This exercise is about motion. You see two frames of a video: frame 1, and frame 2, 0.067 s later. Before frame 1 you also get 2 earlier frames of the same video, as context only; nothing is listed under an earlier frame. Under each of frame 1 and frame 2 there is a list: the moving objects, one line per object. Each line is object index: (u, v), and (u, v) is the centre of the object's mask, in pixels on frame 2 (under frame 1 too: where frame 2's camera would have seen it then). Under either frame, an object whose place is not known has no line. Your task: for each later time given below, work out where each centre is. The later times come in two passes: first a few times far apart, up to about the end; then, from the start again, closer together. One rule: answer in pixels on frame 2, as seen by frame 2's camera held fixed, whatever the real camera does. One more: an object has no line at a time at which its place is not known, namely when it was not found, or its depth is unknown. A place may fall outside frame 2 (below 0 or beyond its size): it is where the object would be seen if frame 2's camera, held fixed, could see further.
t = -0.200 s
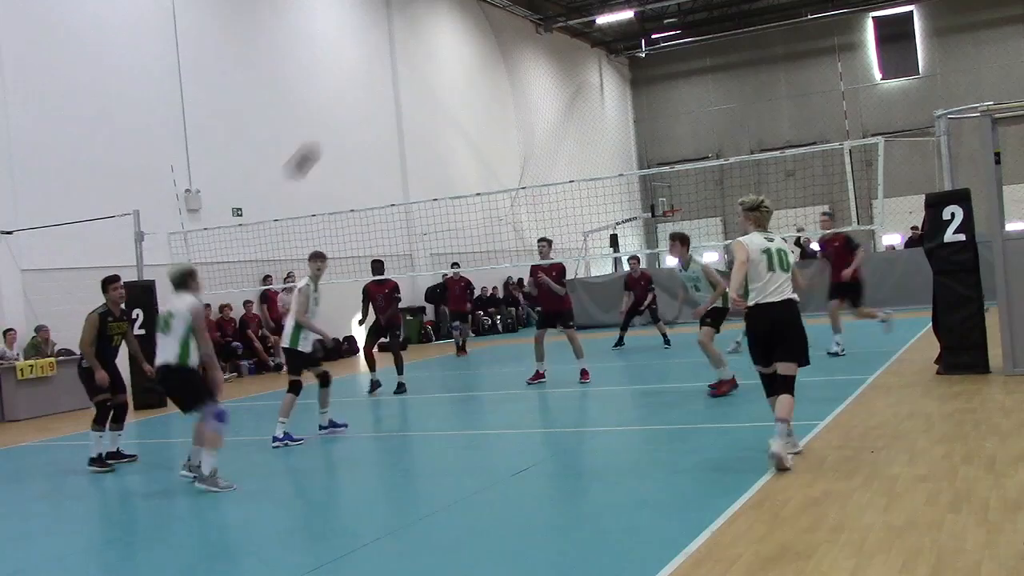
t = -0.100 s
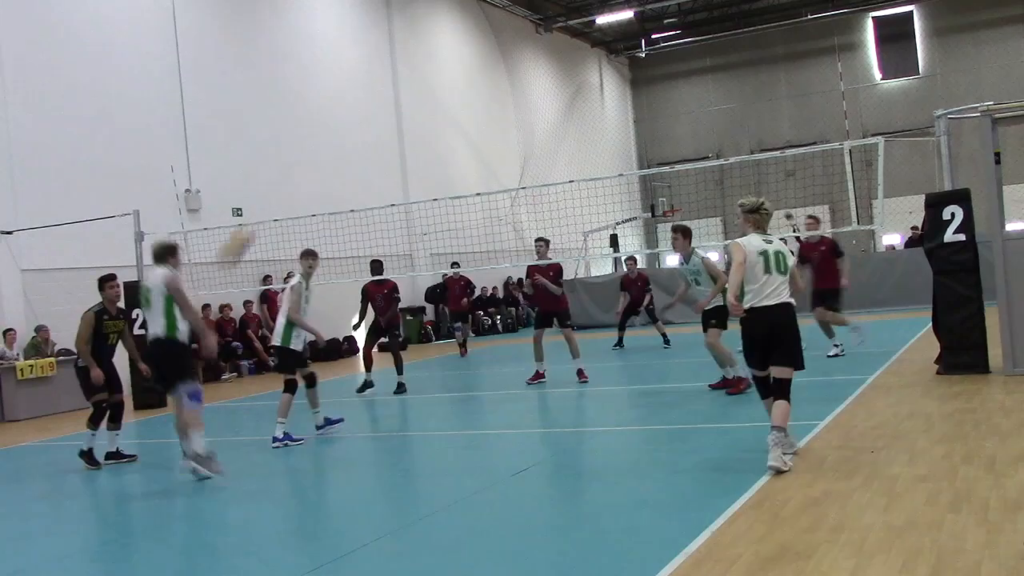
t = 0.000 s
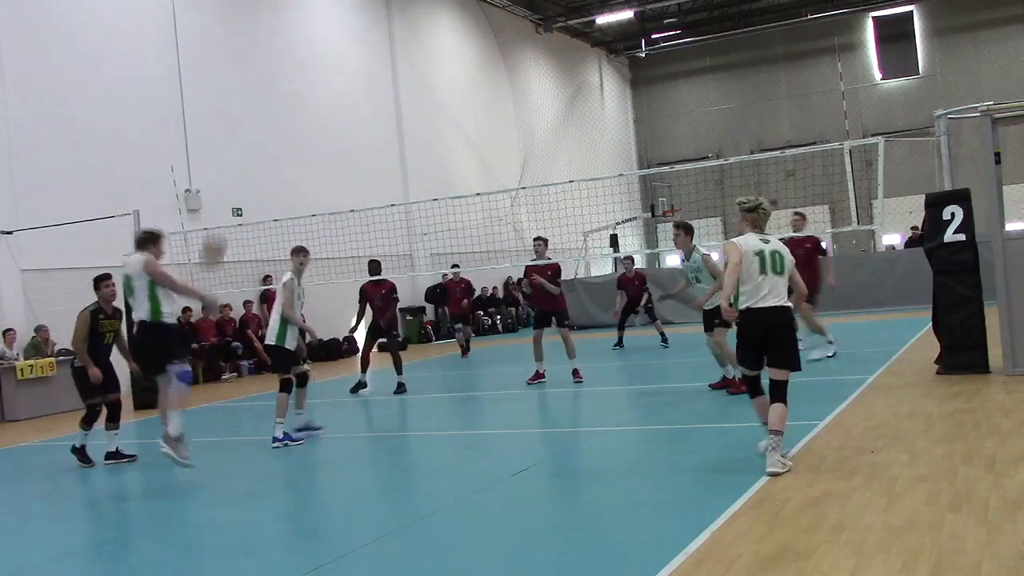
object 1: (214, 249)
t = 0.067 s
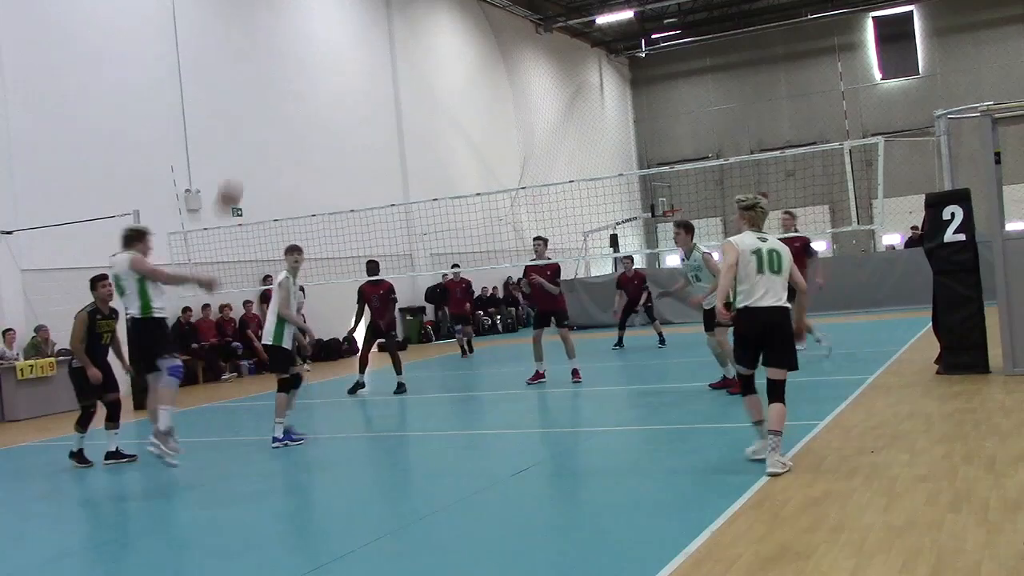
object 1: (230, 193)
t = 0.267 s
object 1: (275, 81)
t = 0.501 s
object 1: (327, 16)
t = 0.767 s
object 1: (386, 20)
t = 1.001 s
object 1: (439, 77)
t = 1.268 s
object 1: (496, 197)
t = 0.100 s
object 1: (237, 173)
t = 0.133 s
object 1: (244, 152)
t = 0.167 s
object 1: (253, 130)
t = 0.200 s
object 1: (260, 112)
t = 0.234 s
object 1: (268, 96)
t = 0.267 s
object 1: (275, 81)
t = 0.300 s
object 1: (283, 67)
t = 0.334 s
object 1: (291, 55)
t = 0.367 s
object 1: (298, 45)
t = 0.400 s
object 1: (306, 36)
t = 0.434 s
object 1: (313, 28)
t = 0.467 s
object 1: (321, 22)
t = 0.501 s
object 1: (327, 16)
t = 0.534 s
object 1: (335, 12)
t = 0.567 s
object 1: (343, 10)
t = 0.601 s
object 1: (350, 9)
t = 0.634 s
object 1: (358, 9)
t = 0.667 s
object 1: (365, 9)
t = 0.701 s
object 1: (373, 11)
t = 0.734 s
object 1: (380, 15)
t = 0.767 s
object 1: (386, 20)
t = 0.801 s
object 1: (395, 23)
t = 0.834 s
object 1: (403, 30)
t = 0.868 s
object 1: (410, 37)
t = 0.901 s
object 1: (417, 45)
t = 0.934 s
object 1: (425, 55)
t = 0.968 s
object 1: (432, 65)
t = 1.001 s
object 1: (439, 77)
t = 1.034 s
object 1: (447, 89)
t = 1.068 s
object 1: (454, 102)
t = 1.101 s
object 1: (461, 116)
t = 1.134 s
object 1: (468, 130)
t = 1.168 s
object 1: (475, 147)
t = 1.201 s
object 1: (482, 164)
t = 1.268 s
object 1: (496, 197)
